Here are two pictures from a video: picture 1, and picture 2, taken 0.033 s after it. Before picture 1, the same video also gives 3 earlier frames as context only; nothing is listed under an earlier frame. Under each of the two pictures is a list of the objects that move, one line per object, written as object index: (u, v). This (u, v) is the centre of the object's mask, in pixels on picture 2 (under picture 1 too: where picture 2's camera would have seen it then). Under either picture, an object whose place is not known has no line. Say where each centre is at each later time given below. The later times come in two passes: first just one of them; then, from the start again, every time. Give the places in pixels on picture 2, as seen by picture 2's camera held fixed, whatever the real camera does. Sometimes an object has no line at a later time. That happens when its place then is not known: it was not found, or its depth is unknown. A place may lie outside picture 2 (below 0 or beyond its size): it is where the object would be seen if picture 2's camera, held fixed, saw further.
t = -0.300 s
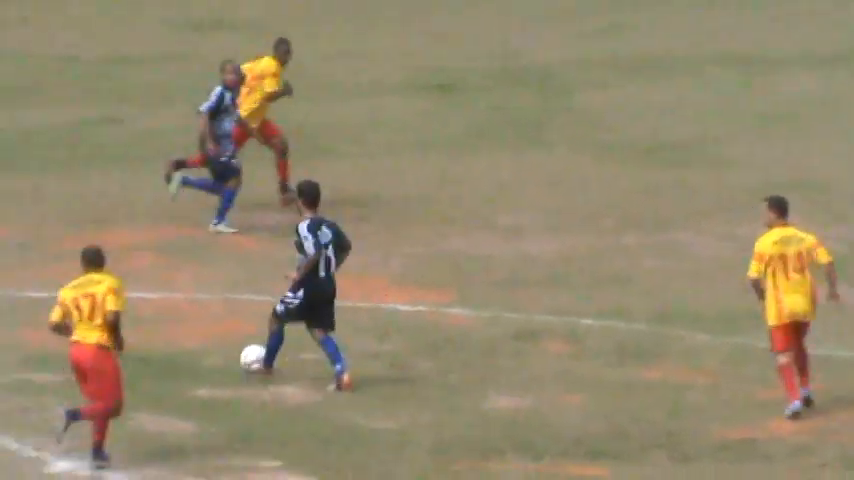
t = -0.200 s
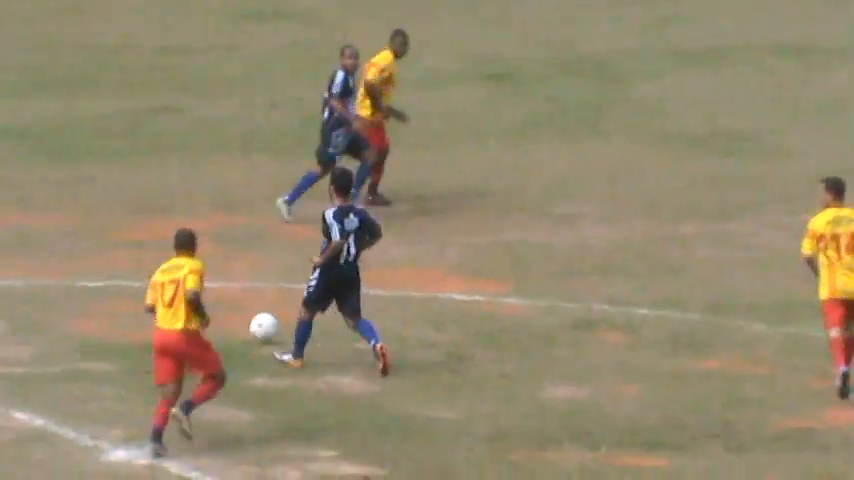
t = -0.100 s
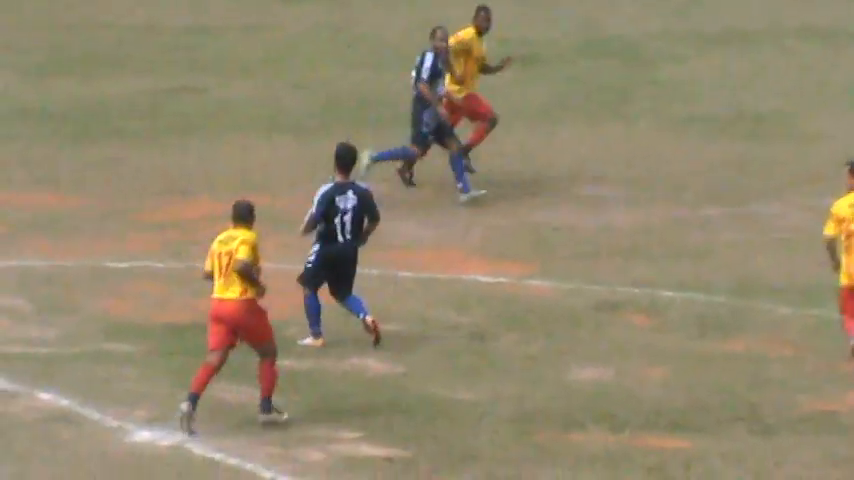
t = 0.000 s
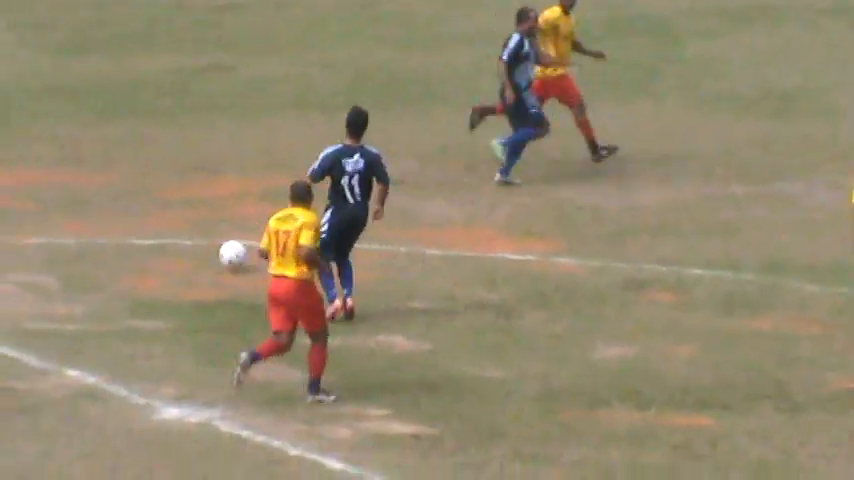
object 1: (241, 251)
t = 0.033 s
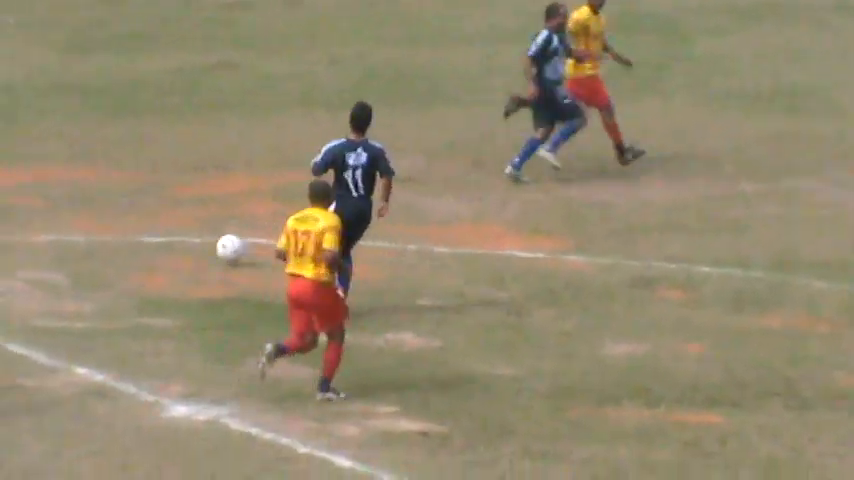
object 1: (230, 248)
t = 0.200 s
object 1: (176, 221)
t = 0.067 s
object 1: (219, 246)
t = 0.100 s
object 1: (206, 243)
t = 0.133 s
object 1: (196, 234)
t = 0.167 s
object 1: (186, 227)
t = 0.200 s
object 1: (176, 221)
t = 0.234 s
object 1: (166, 216)
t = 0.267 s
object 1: (158, 214)
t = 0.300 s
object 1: (150, 212)
